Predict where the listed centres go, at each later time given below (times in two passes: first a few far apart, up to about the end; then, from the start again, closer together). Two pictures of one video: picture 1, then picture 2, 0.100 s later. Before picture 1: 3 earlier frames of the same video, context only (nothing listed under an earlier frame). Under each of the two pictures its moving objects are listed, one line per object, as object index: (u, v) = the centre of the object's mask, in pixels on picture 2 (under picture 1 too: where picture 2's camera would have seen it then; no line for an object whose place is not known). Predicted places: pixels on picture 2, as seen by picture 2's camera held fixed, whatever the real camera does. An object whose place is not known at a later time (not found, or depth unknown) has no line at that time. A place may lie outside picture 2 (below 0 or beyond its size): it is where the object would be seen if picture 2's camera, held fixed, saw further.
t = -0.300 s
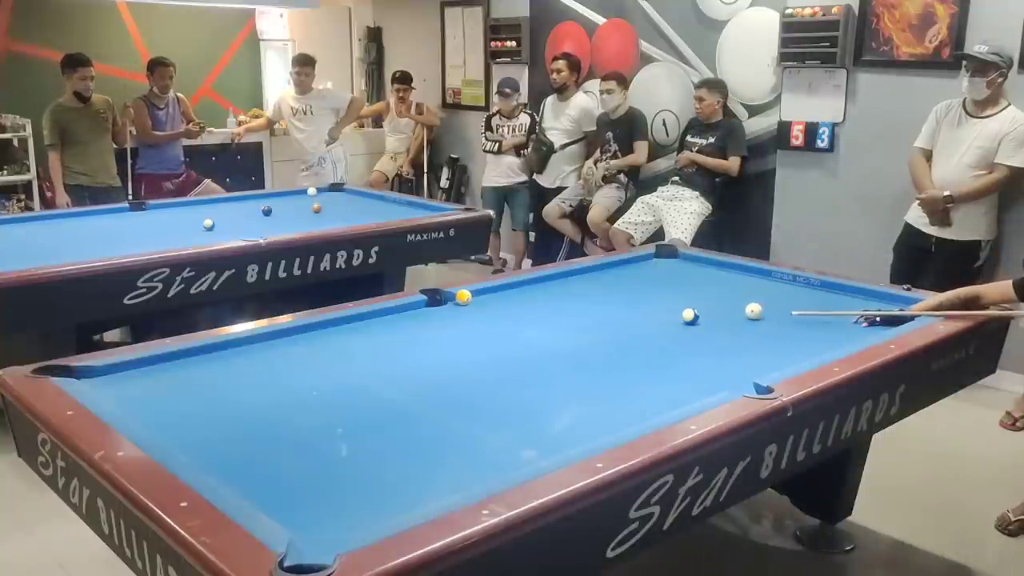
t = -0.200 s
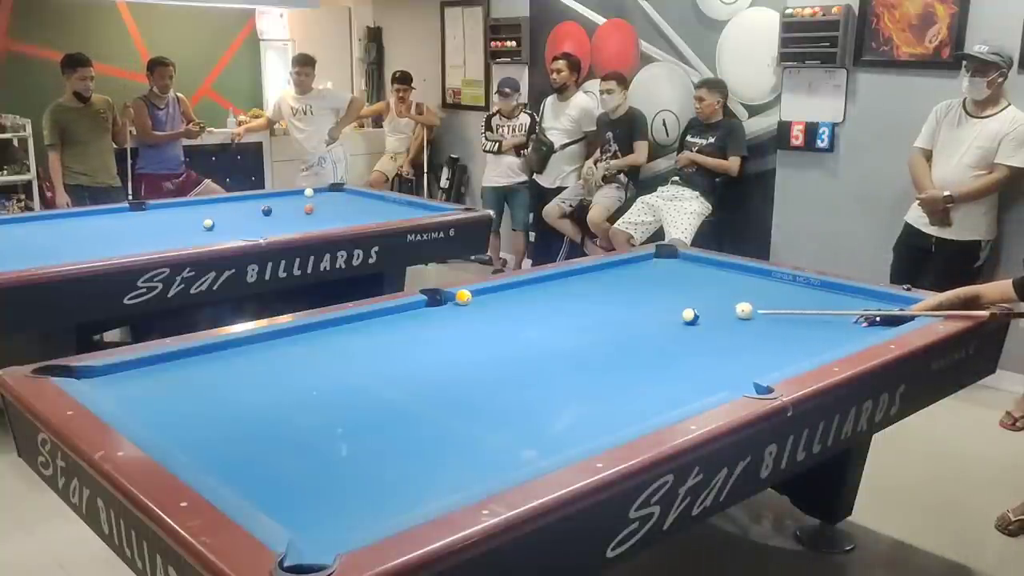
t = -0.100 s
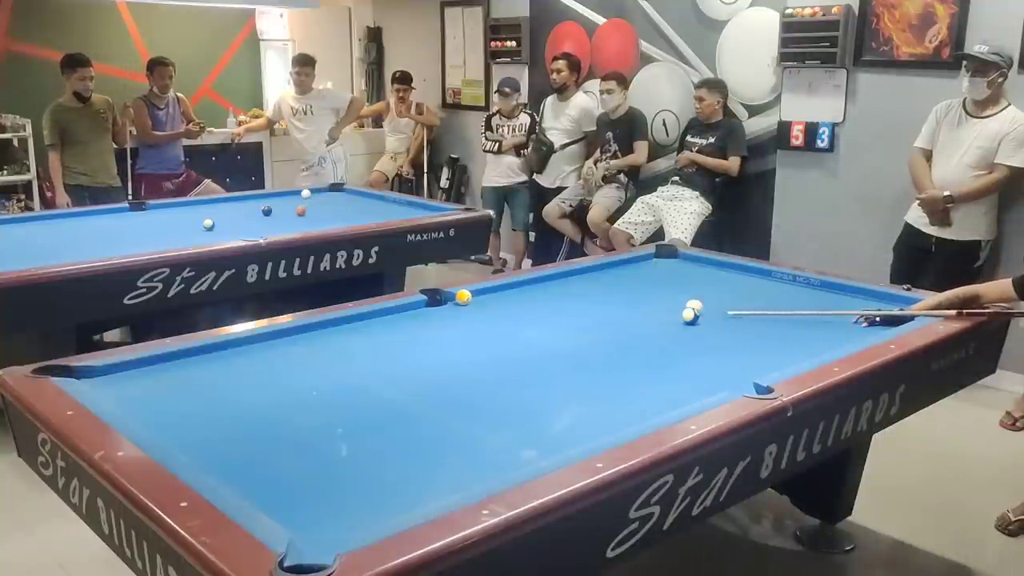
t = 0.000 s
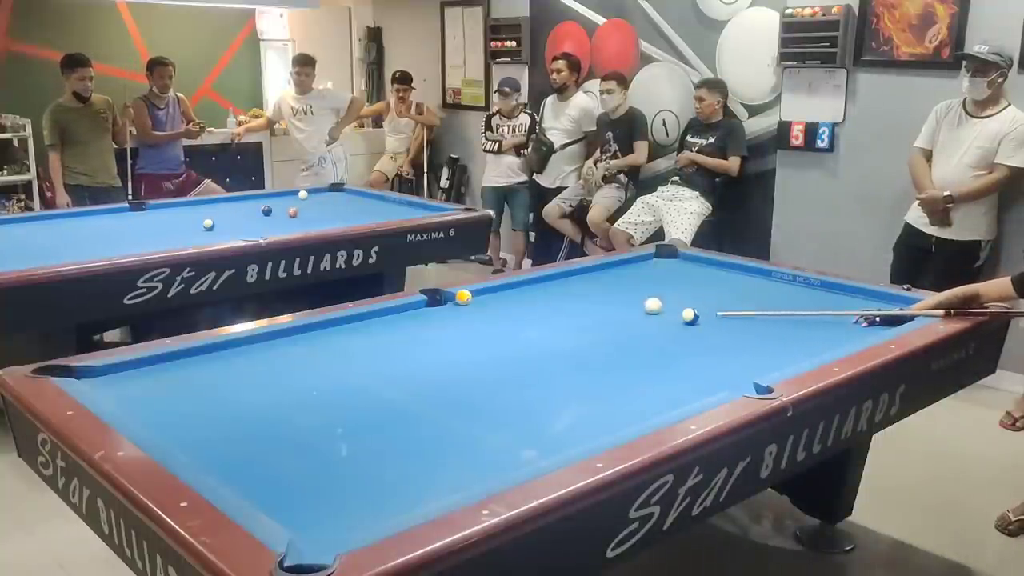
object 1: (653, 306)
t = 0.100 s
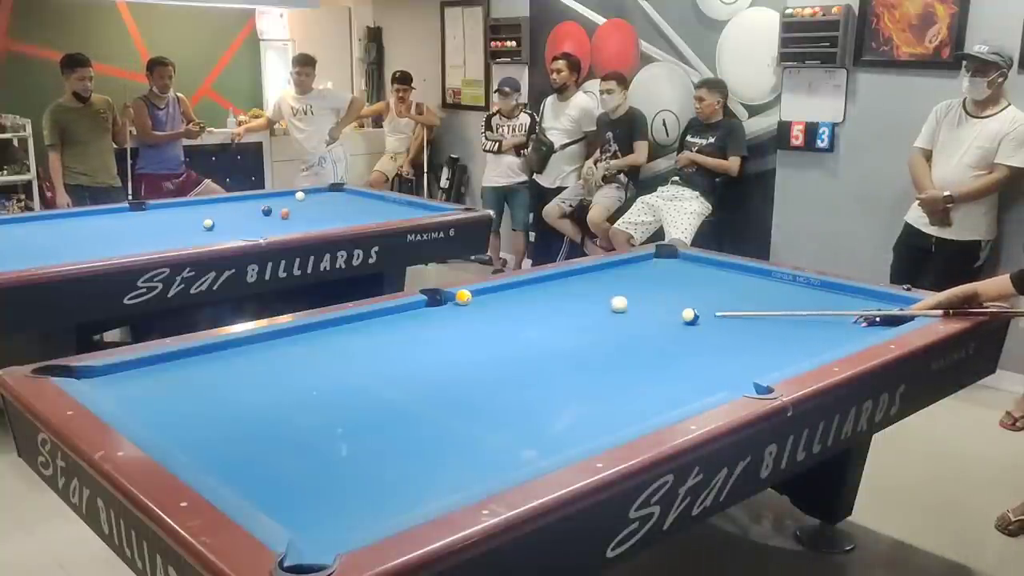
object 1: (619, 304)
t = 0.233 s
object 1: (576, 302)
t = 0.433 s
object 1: (513, 298)
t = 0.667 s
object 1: (473, 294)
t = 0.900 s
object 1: (485, 296)
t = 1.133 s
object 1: (497, 298)
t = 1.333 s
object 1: (506, 300)
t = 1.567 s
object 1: (516, 302)
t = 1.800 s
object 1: (525, 304)
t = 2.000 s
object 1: (532, 305)
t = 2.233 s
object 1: (539, 307)
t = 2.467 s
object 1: (545, 308)
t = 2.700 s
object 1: (550, 309)
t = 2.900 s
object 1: (553, 310)
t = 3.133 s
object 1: (556, 311)
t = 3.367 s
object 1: (559, 312)
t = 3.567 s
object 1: (560, 312)
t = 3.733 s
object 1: (557, 311)
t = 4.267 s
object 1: (560, 311)
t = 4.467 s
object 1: (560, 311)
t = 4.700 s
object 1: (560, 312)
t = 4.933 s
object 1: (560, 312)
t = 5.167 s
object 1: (560, 312)
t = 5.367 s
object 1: (560, 312)
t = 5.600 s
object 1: (560, 312)
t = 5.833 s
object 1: (560, 312)
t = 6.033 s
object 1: (560, 312)
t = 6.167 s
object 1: (558, 312)
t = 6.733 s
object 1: (560, 312)
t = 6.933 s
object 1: (560, 312)
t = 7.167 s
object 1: (560, 312)
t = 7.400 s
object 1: (560, 312)
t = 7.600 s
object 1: (560, 312)
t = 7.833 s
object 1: (560, 312)
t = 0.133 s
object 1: (608, 303)
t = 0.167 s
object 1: (597, 303)
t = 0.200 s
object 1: (586, 302)
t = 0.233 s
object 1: (576, 302)
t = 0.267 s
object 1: (565, 301)
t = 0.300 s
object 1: (554, 301)
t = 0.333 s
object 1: (544, 300)
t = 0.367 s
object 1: (534, 299)
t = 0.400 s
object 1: (523, 299)
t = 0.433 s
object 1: (513, 298)
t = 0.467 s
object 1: (503, 298)
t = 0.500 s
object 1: (493, 298)
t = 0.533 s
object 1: (483, 297)
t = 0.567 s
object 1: (478, 296)
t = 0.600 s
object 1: (477, 295)
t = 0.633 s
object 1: (474, 295)
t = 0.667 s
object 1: (473, 294)
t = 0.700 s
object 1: (475, 294)
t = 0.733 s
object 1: (477, 295)
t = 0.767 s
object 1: (478, 295)
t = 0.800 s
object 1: (480, 295)
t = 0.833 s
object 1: (482, 296)
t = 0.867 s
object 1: (483, 296)
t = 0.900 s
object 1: (485, 296)
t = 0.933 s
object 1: (487, 297)
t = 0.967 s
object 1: (488, 297)
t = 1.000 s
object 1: (490, 297)
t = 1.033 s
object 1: (492, 297)
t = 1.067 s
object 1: (493, 298)
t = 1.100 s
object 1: (495, 298)
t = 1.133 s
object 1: (497, 298)
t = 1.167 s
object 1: (498, 299)
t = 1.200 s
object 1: (500, 299)
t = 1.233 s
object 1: (502, 299)
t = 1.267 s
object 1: (503, 300)
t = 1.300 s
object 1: (504, 300)
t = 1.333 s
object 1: (506, 300)
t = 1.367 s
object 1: (507, 301)
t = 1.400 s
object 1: (509, 301)
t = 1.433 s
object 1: (510, 301)
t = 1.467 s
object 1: (512, 301)
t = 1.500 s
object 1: (513, 302)
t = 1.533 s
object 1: (514, 302)
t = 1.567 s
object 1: (516, 302)
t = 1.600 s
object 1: (517, 302)
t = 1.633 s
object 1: (518, 303)
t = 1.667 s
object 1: (520, 303)
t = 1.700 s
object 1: (521, 303)
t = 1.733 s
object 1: (522, 304)
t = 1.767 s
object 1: (523, 304)
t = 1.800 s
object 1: (525, 304)
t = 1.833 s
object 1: (526, 304)
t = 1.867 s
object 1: (527, 304)
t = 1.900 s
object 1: (528, 305)
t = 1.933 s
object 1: (529, 305)
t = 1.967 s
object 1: (531, 305)
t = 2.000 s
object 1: (532, 305)
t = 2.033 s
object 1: (533, 306)
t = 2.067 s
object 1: (534, 306)
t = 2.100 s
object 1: (535, 306)
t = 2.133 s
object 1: (536, 306)
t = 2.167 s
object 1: (537, 306)
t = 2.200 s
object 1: (538, 307)
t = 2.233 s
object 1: (539, 307)
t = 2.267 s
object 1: (540, 307)
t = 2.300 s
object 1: (541, 307)
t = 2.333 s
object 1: (542, 307)
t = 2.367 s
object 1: (542, 308)
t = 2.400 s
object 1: (543, 308)
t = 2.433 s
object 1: (544, 308)
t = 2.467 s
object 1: (545, 308)
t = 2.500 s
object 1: (545, 309)
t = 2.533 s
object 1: (546, 309)
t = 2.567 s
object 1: (547, 309)
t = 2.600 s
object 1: (548, 309)
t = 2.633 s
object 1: (549, 309)
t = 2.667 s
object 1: (549, 309)
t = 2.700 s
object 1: (550, 309)
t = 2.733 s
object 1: (551, 309)
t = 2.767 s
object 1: (551, 310)
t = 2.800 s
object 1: (552, 310)
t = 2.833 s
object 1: (552, 310)
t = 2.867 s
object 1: (553, 310)
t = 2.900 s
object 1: (553, 310)
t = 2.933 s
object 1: (554, 310)
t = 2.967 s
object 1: (554, 310)
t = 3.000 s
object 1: (555, 311)
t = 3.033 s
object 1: (555, 311)
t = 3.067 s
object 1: (555, 311)
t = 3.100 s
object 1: (556, 311)
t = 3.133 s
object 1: (556, 311)
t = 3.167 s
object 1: (557, 311)
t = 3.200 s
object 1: (557, 311)
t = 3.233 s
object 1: (557, 311)
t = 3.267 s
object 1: (558, 311)
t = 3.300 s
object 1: (558, 311)
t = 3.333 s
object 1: (558, 312)
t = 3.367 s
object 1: (559, 312)
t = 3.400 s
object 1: (559, 312)
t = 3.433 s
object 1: (559, 312)
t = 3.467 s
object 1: (559, 312)
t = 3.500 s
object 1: (559, 312)
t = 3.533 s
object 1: (559, 312)
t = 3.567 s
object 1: (560, 312)
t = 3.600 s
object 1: (560, 312)
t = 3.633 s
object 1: (560, 312)
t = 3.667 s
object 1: (560, 312)
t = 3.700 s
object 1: (560, 312)
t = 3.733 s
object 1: (557, 311)
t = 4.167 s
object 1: (561, 310)
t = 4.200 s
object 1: (560, 311)
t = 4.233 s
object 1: (560, 311)
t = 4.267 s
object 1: (560, 311)
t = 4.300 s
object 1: (560, 311)
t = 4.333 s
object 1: (560, 311)
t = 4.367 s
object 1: (560, 311)
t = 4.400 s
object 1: (560, 311)
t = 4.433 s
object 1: (560, 312)
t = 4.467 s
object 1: (560, 311)
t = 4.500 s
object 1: (560, 312)
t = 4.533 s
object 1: (560, 312)
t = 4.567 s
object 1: (560, 312)
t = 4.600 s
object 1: (560, 312)
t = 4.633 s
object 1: (560, 312)
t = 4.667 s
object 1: (560, 312)
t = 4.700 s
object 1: (560, 312)
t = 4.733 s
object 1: (560, 312)
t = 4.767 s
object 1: (560, 312)
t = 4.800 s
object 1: (560, 312)
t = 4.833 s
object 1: (560, 312)
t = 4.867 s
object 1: (560, 312)
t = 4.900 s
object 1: (560, 312)
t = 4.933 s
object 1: (560, 312)
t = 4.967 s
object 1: (560, 312)
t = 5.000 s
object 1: (560, 312)
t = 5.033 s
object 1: (560, 312)
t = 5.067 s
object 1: (560, 312)
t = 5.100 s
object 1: (560, 312)
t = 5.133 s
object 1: (560, 312)
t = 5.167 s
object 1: (560, 312)
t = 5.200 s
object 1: (560, 312)
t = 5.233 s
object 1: (560, 312)
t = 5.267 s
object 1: (560, 312)
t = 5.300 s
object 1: (560, 312)
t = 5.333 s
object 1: (560, 312)
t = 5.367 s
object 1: (560, 312)
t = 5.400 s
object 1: (560, 312)
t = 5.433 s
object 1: (560, 312)
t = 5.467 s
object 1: (560, 312)
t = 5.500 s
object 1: (560, 312)
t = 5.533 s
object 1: (560, 312)
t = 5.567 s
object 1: (560, 312)
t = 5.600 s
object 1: (560, 312)
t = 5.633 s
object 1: (560, 312)
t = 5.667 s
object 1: (560, 312)
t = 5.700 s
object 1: (560, 312)
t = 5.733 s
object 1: (560, 312)
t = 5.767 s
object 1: (560, 312)
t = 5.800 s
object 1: (560, 312)
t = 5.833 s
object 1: (560, 312)
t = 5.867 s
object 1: (560, 312)
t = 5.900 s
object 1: (560, 312)
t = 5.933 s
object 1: (560, 312)
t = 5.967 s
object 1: (560, 312)
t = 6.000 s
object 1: (560, 312)
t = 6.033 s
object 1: (560, 312)
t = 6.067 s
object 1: (560, 312)
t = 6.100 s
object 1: (560, 312)
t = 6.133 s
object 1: (560, 312)
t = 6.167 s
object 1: (558, 312)
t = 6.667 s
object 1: (560, 312)
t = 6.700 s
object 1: (560, 311)
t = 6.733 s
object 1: (560, 312)
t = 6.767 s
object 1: (560, 312)
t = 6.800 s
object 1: (560, 312)
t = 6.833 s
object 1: (560, 312)
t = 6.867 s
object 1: (560, 312)
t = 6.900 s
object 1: (560, 312)
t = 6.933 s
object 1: (560, 312)
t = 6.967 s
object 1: (560, 312)
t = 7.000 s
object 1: (560, 312)
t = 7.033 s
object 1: (560, 312)
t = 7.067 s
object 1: (560, 312)
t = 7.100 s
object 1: (560, 312)
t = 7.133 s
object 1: (560, 312)
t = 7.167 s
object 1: (560, 312)
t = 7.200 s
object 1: (560, 312)
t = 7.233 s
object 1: (560, 312)
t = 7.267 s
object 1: (560, 312)
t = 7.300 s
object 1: (560, 312)
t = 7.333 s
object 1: (560, 312)
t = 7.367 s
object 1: (560, 312)
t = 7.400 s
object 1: (560, 312)
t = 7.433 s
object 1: (560, 312)
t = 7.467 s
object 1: (560, 312)
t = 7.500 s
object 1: (560, 312)
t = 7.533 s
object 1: (560, 312)
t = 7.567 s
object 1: (560, 312)
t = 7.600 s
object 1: (560, 312)
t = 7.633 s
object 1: (560, 312)
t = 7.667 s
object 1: (560, 312)
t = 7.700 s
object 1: (560, 312)
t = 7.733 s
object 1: (560, 312)
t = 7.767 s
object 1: (560, 312)
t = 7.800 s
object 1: (560, 312)
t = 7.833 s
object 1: (560, 312)
